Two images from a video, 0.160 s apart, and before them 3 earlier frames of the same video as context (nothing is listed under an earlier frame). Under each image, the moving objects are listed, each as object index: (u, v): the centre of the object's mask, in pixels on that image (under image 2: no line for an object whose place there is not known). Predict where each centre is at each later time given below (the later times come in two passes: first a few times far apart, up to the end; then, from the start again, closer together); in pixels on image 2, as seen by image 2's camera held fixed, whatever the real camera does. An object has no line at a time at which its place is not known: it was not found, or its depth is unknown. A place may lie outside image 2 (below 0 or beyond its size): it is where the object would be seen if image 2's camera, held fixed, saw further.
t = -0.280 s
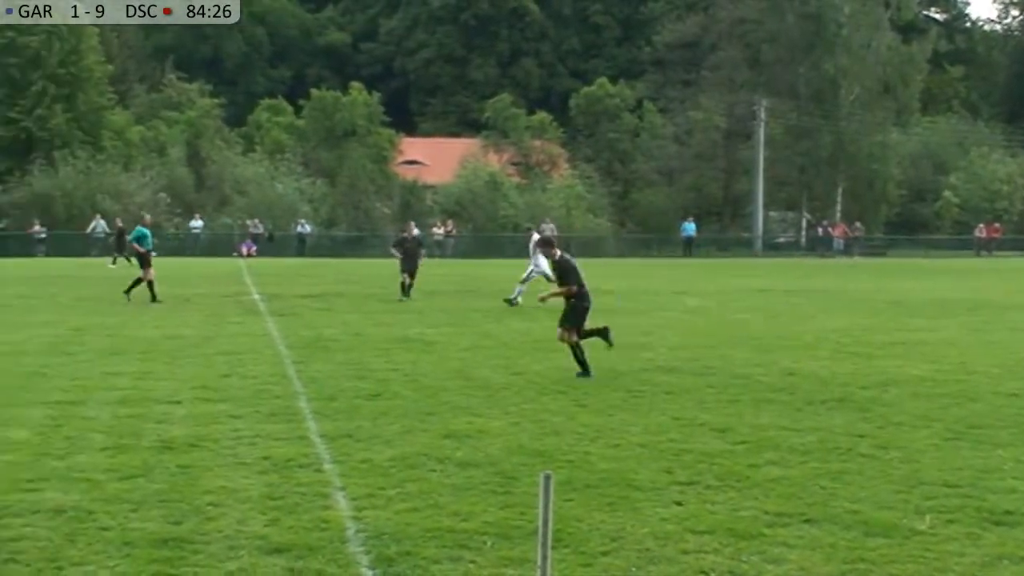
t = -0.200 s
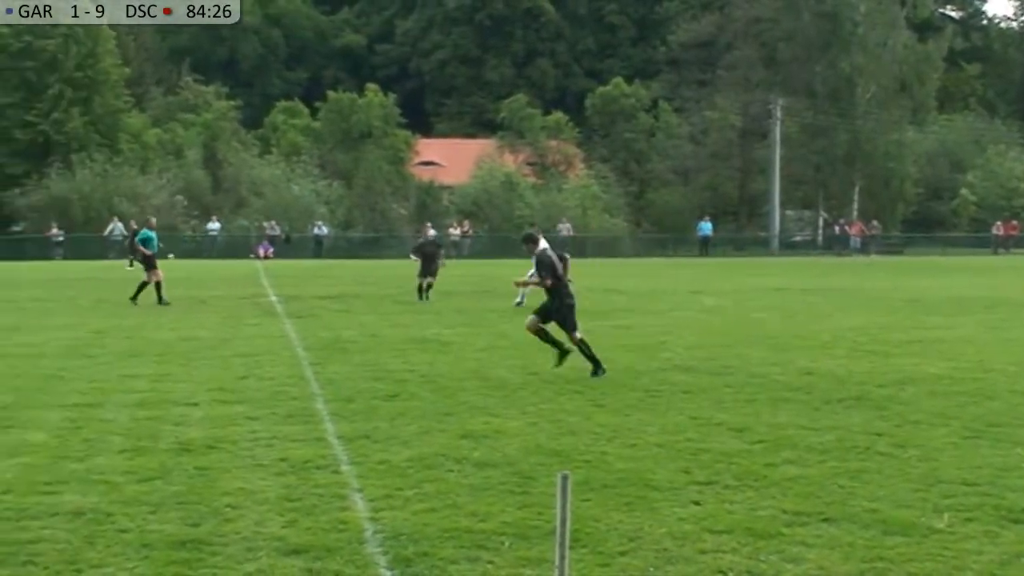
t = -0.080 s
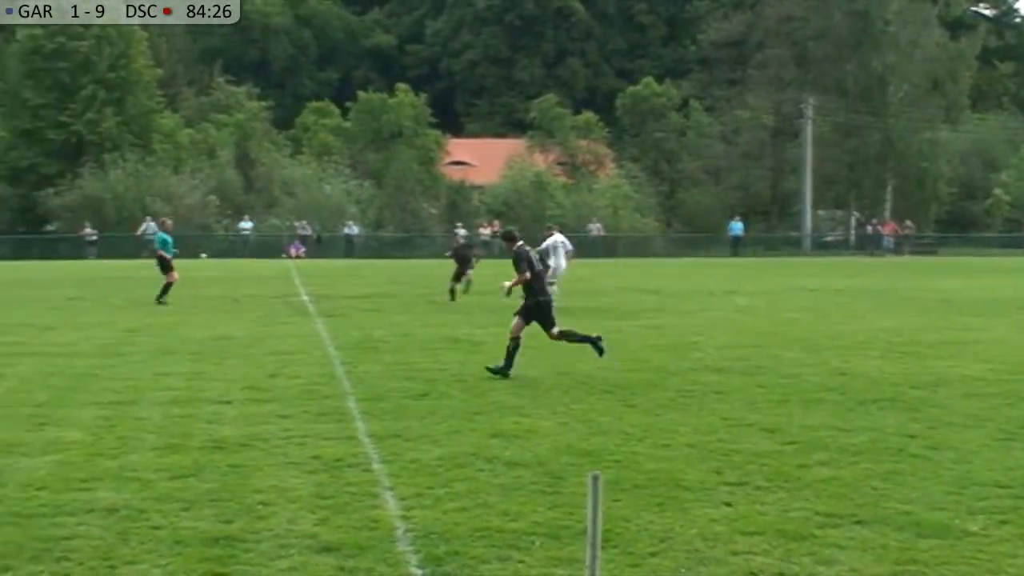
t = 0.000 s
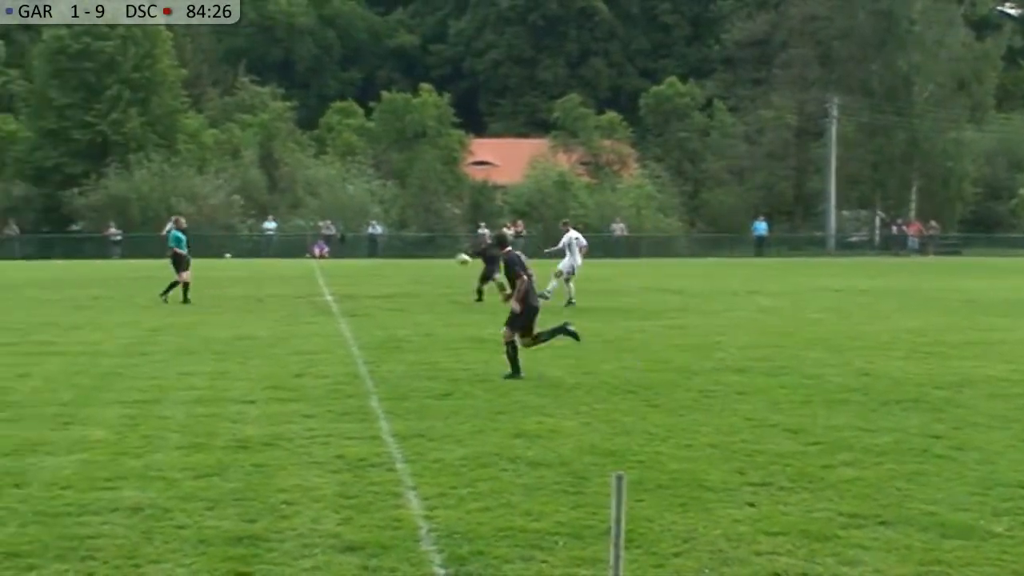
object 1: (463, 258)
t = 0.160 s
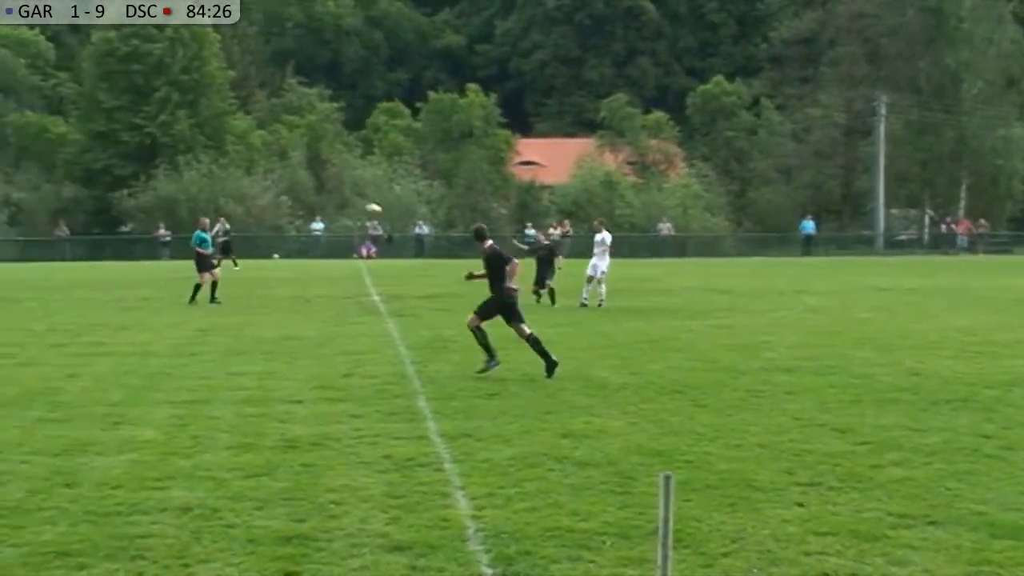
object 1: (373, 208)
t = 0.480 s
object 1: (92, 133)
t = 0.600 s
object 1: (-17, 115)
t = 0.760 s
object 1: (-174, 98)
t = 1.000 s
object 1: (-433, 97)
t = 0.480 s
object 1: (92, 133)
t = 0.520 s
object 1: (54, 127)
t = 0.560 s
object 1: (19, 120)
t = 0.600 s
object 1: (-17, 115)
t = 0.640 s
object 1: (-55, 110)
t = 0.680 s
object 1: (-94, 104)
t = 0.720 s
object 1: (-135, 101)
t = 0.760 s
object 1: (-174, 98)
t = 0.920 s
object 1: (-343, 93)
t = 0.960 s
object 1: (-387, 96)
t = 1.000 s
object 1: (-433, 97)
